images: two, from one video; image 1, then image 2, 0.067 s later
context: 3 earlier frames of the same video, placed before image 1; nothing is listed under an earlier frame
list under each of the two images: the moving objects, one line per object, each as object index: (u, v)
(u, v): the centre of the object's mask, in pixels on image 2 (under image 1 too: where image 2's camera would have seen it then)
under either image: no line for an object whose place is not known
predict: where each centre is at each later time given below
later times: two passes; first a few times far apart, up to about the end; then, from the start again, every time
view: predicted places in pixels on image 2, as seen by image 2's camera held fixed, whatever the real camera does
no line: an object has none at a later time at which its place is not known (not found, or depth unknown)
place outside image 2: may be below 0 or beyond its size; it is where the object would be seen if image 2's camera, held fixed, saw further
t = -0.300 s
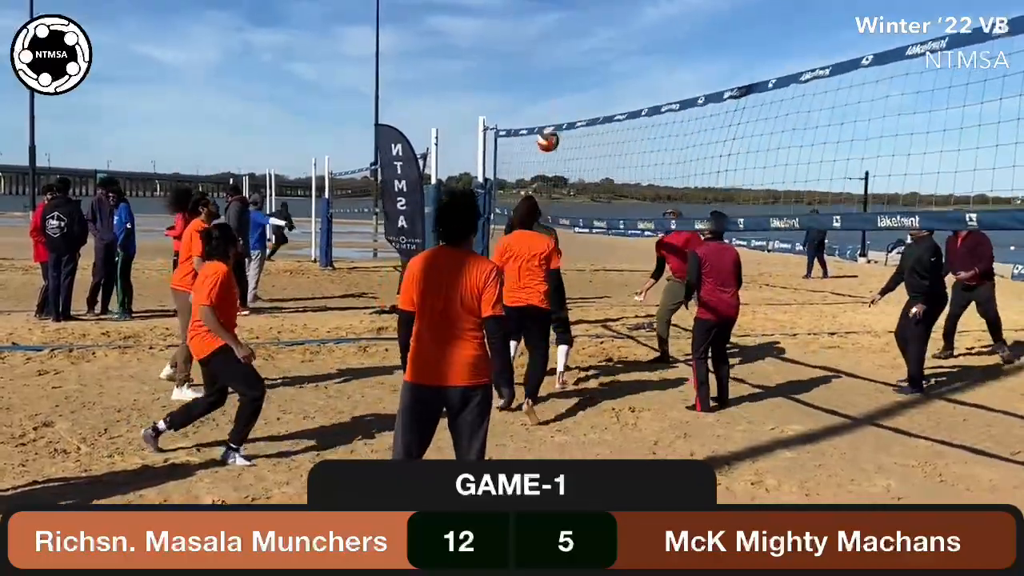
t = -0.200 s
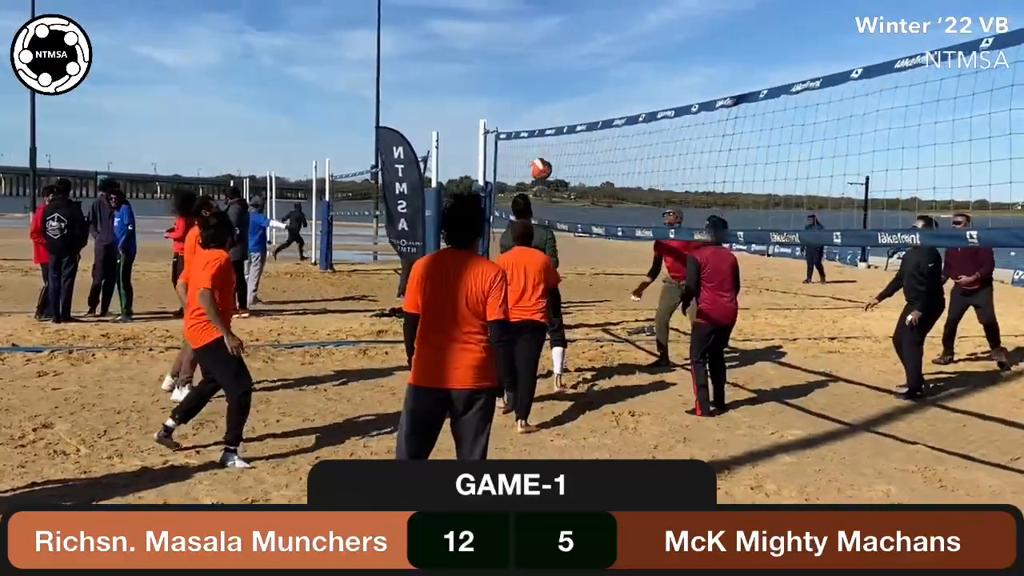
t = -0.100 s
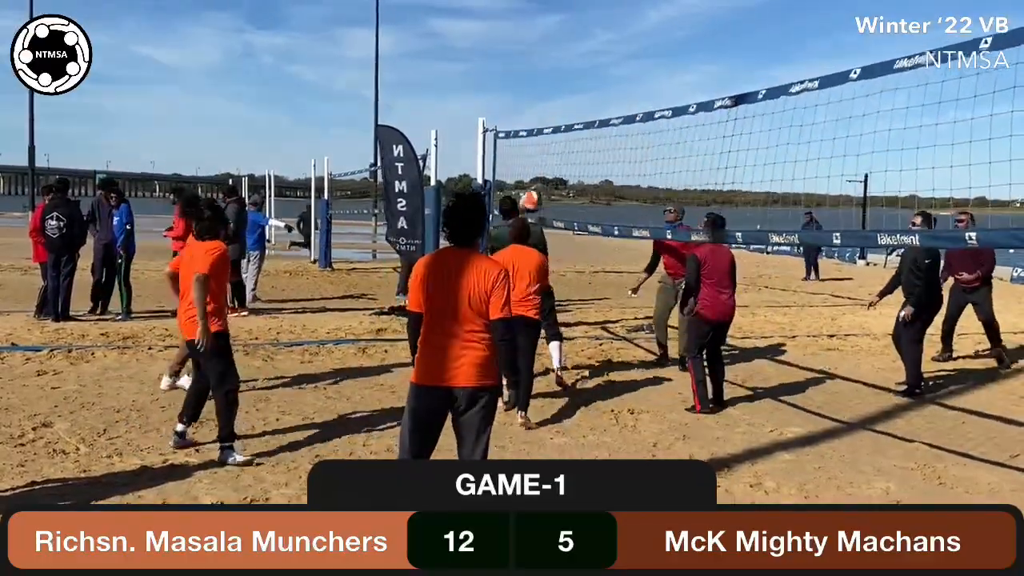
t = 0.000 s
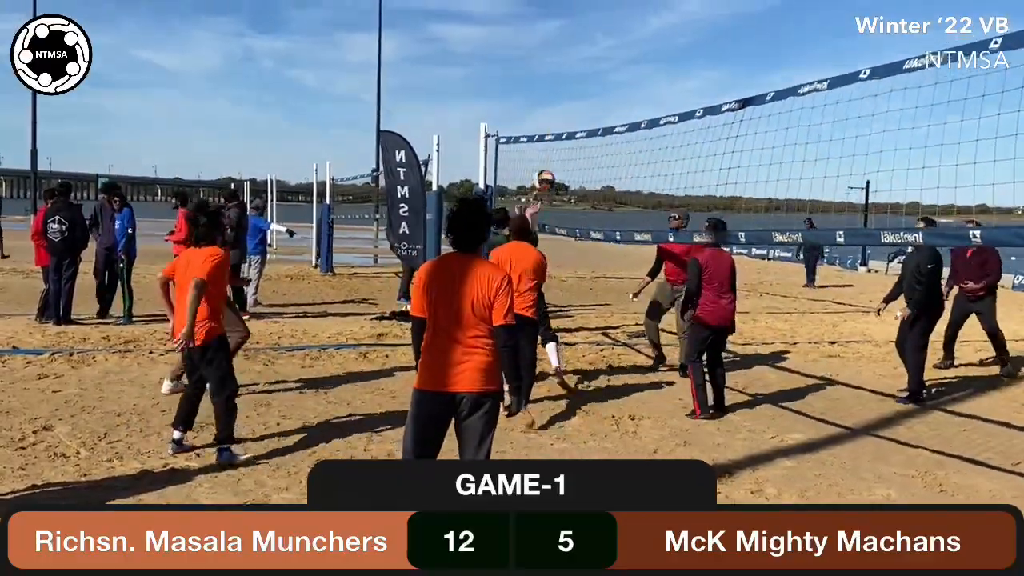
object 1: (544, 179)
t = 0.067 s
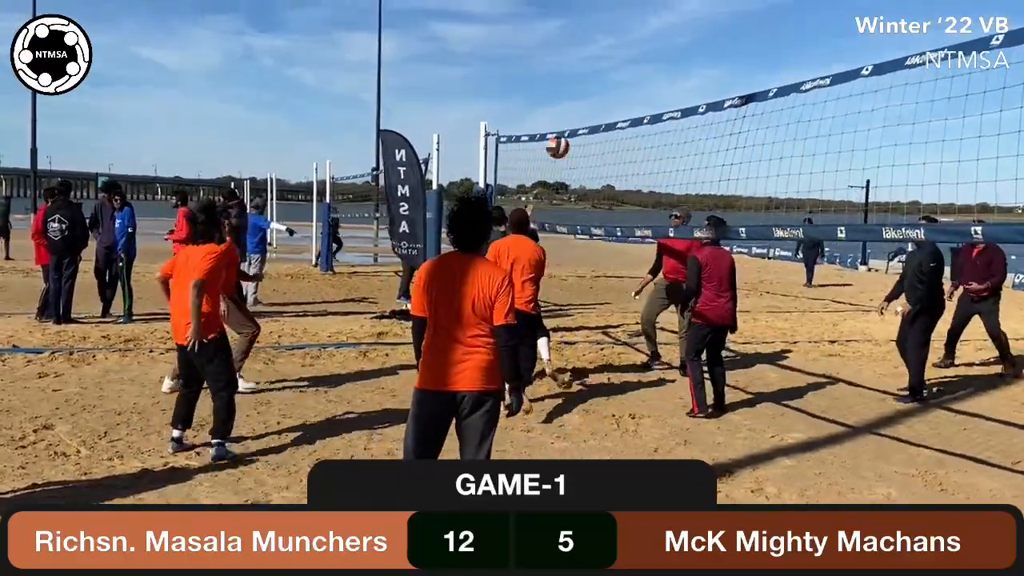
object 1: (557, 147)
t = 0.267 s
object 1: (600, 71)
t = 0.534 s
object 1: (656, 38)
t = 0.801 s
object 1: (707, 104)
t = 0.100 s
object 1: (564, 131)
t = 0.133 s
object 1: (572, 117)
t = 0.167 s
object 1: (578, 104)
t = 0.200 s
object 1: (585, 92)
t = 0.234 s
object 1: (592, 80)
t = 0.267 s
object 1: (600, 71)
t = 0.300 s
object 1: (606, 62)
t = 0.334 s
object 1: (613, 54)
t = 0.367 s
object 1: (620, 47)
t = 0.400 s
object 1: (627, 42)
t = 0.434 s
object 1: (635, 39)
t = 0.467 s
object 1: (642, 37)
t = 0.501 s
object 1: (648, 36)
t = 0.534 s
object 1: (656, 38)
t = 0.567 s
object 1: (663, 40)
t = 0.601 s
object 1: (669, 45)
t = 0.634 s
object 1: (676, 50)
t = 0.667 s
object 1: (682, 57)
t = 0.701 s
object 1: (688, 66)
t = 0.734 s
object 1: (694, 77)
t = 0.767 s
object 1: (701, 90)
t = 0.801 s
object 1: (707, 104)
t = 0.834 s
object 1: (713, 120)
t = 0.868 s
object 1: (718, 138)
